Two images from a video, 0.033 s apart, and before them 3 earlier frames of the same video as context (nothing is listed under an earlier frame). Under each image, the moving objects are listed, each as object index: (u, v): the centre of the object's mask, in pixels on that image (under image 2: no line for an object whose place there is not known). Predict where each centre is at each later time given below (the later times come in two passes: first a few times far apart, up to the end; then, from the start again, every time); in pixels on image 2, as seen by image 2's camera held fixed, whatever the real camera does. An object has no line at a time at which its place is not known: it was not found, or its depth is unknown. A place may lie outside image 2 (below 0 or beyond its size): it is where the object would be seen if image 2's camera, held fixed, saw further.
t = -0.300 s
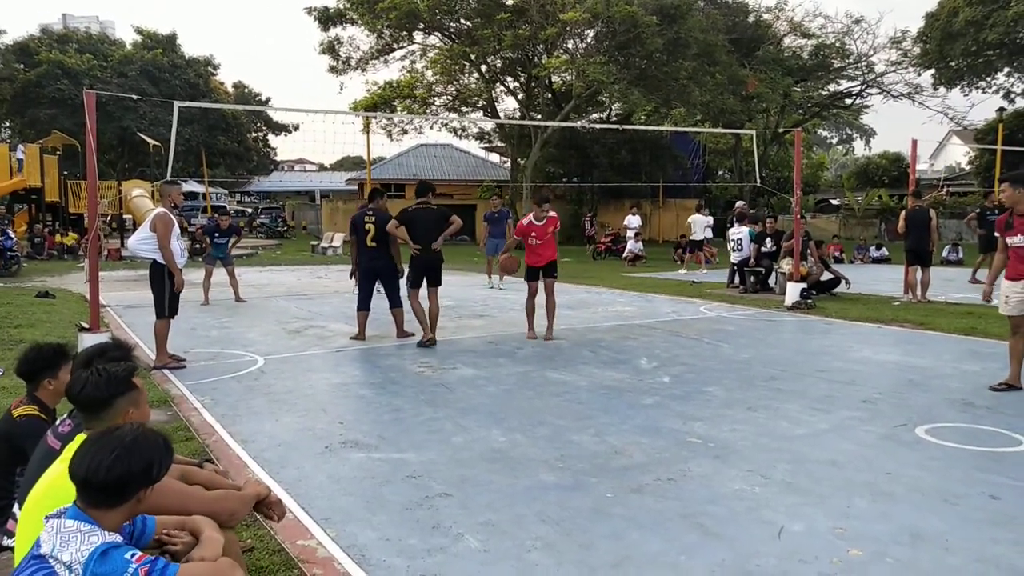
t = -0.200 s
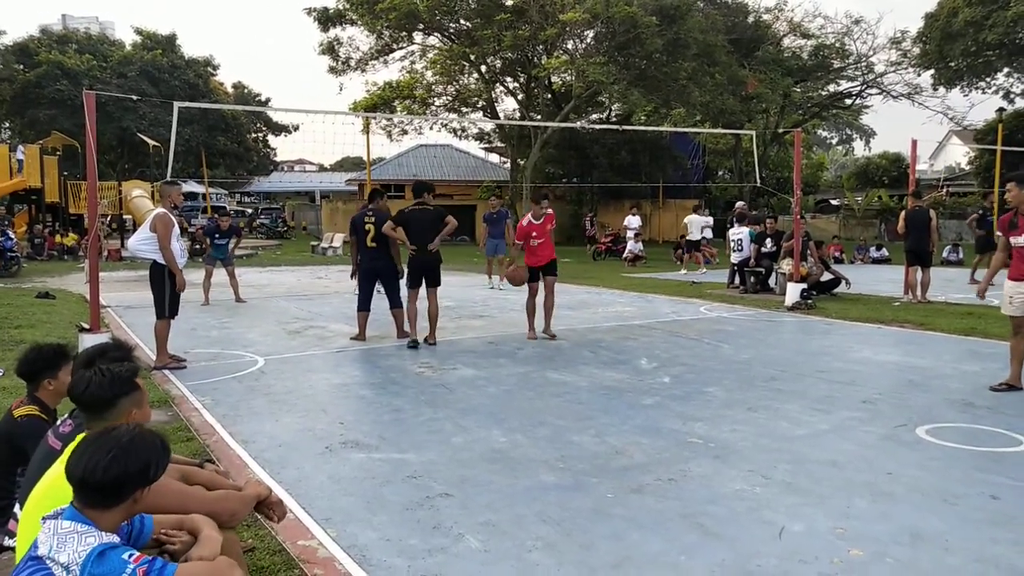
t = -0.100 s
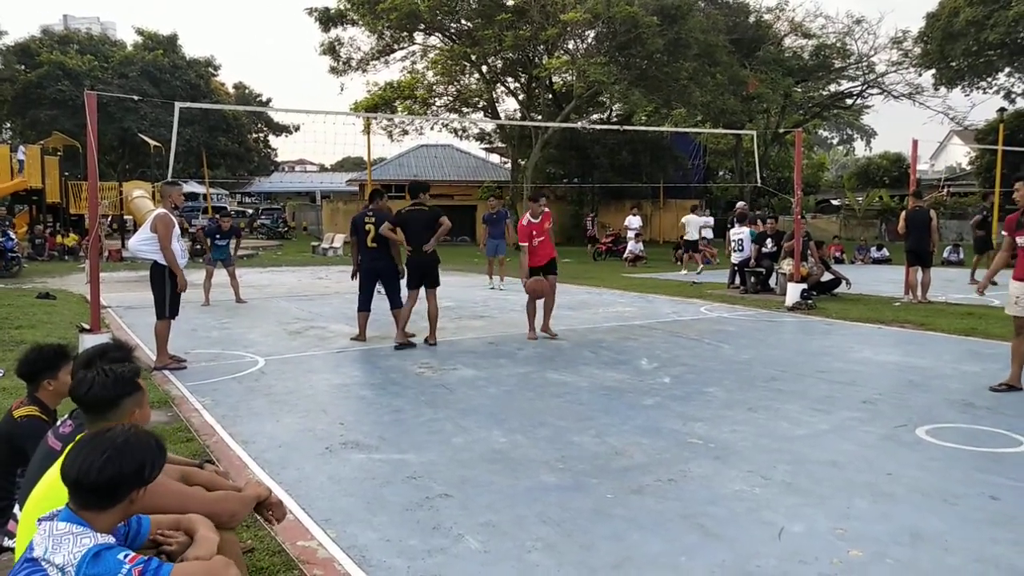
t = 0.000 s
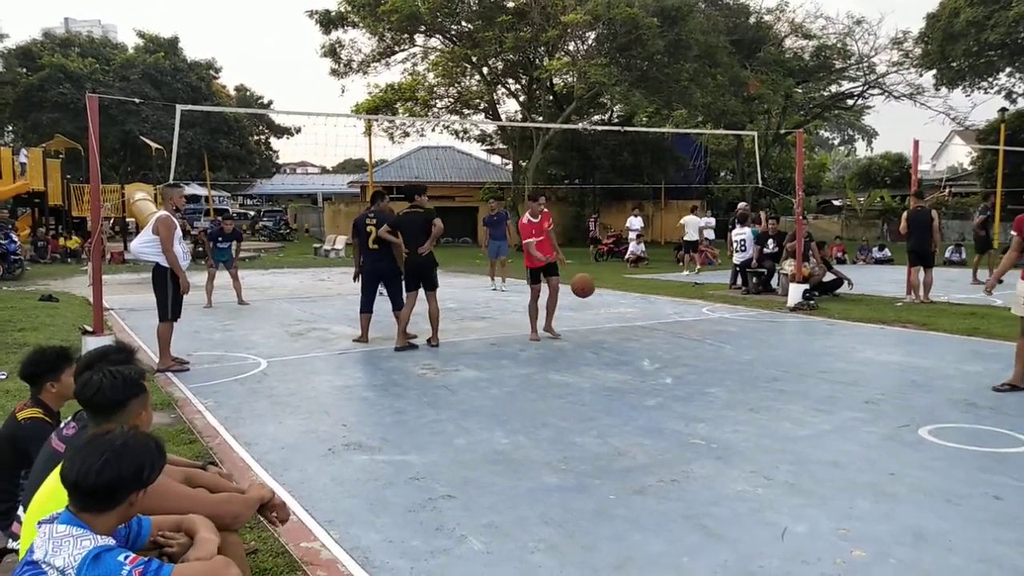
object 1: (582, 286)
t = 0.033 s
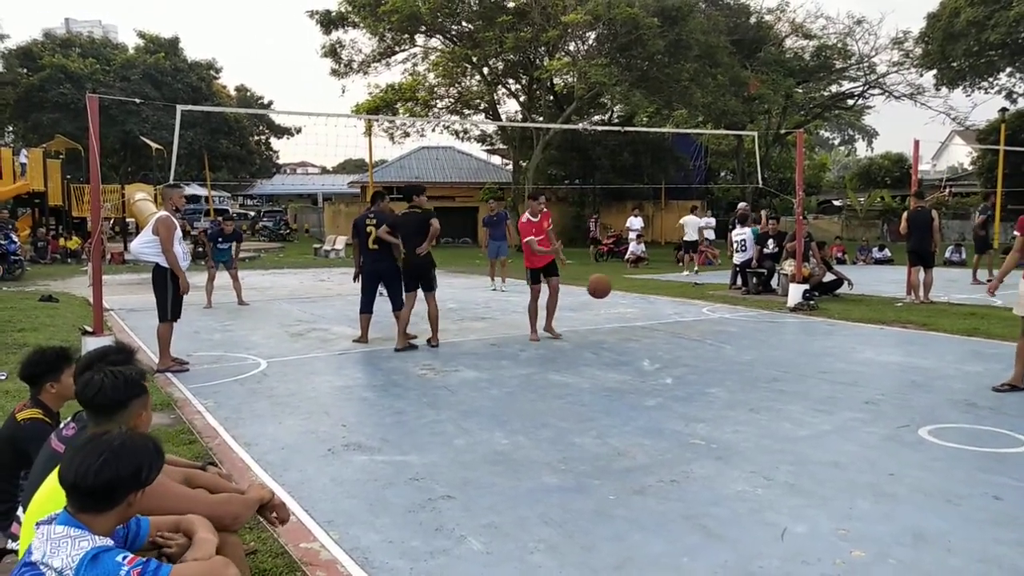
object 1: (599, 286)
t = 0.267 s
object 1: (731, 326)
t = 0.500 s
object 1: (878, 343)
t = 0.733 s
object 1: (1031, 329)
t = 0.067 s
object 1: (615, 287)
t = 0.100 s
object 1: (632, 291)
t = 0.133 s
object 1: (651, 294)
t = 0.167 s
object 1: (670, 300)
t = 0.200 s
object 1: (690, 307)
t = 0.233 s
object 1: (710, 315)
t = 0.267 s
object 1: (731, 326)
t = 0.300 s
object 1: (753, 338)
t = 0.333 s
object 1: (775, 352)
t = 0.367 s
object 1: (799, 368)
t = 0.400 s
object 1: (819, 370)
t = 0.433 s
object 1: (838, 360)
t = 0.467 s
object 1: (858, 351)
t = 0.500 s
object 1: (878, 343)
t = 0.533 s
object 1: (899, 337)
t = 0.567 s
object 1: (920, 332)
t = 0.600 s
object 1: (942, 328)
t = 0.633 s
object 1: (965, 326)
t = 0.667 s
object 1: (989, 325)
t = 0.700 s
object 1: (1013, 326)
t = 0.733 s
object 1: (1031, 329)
